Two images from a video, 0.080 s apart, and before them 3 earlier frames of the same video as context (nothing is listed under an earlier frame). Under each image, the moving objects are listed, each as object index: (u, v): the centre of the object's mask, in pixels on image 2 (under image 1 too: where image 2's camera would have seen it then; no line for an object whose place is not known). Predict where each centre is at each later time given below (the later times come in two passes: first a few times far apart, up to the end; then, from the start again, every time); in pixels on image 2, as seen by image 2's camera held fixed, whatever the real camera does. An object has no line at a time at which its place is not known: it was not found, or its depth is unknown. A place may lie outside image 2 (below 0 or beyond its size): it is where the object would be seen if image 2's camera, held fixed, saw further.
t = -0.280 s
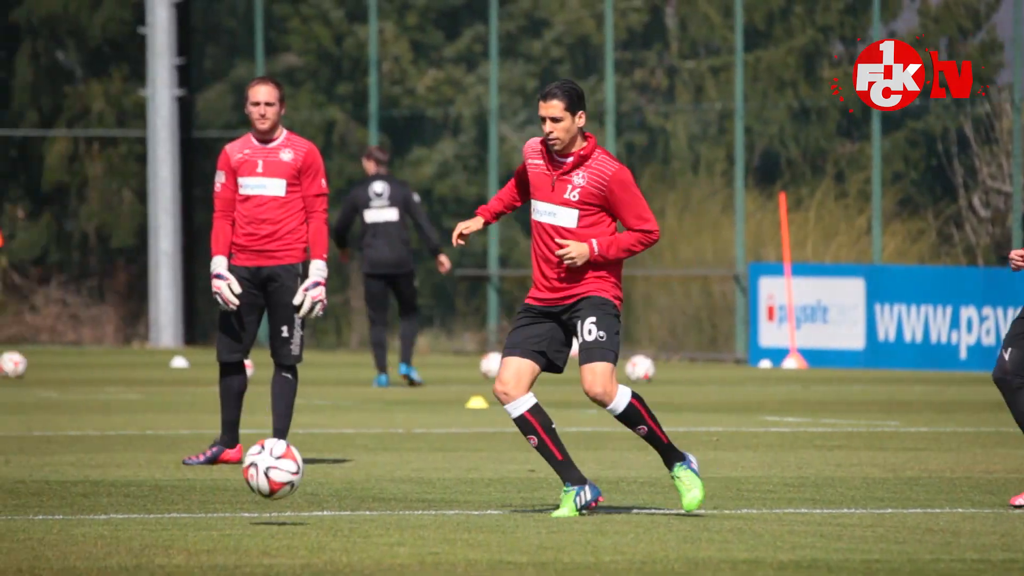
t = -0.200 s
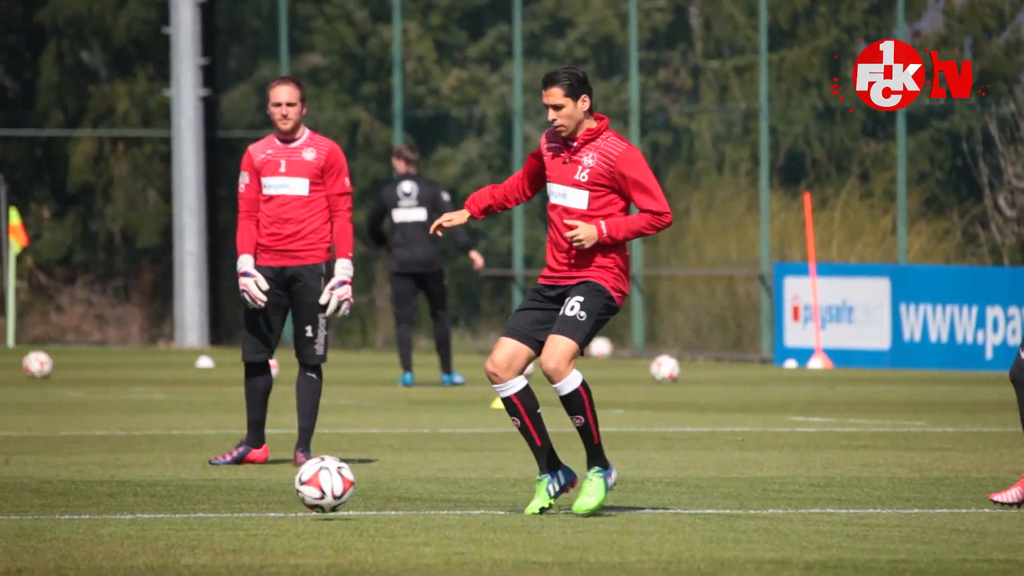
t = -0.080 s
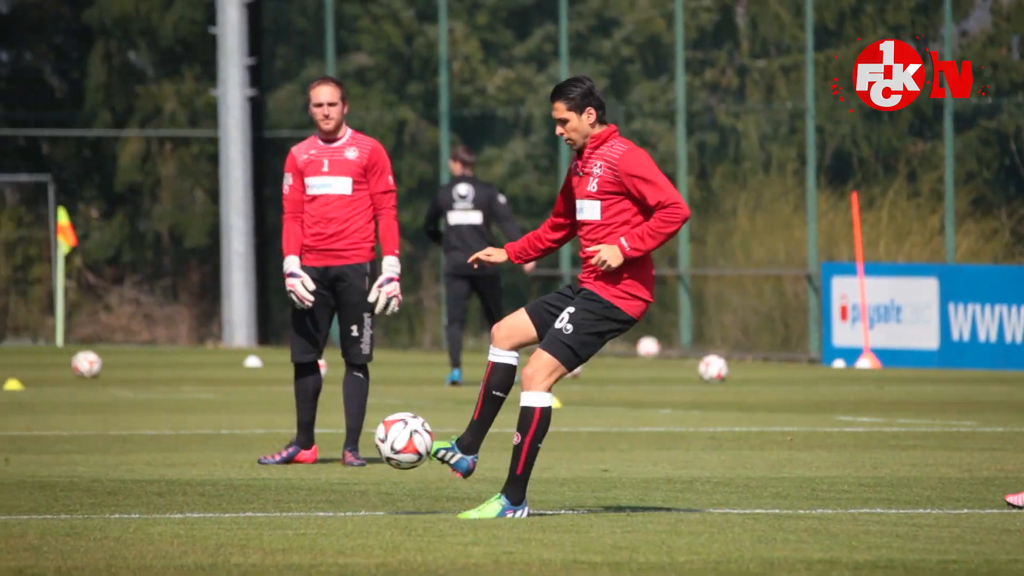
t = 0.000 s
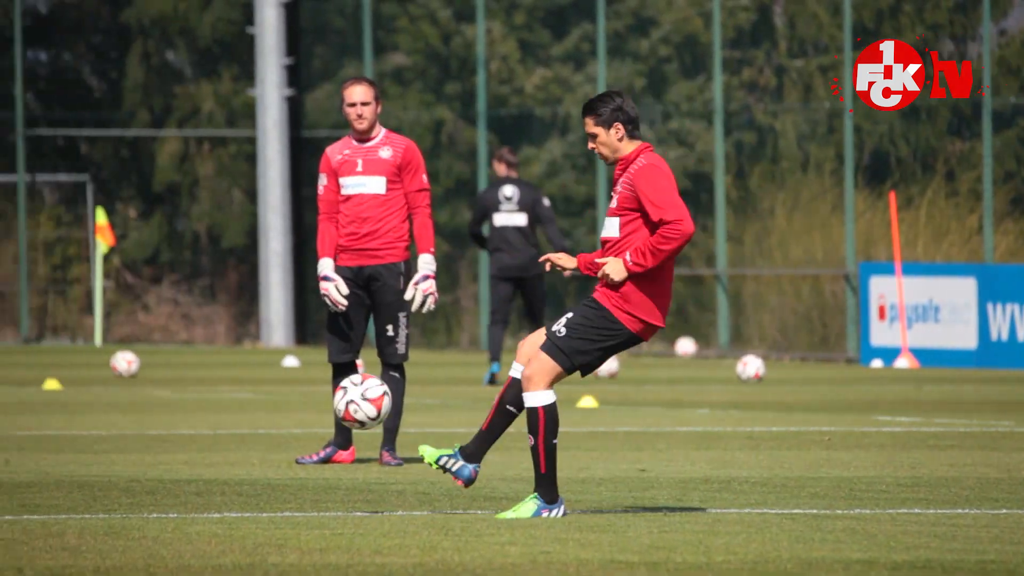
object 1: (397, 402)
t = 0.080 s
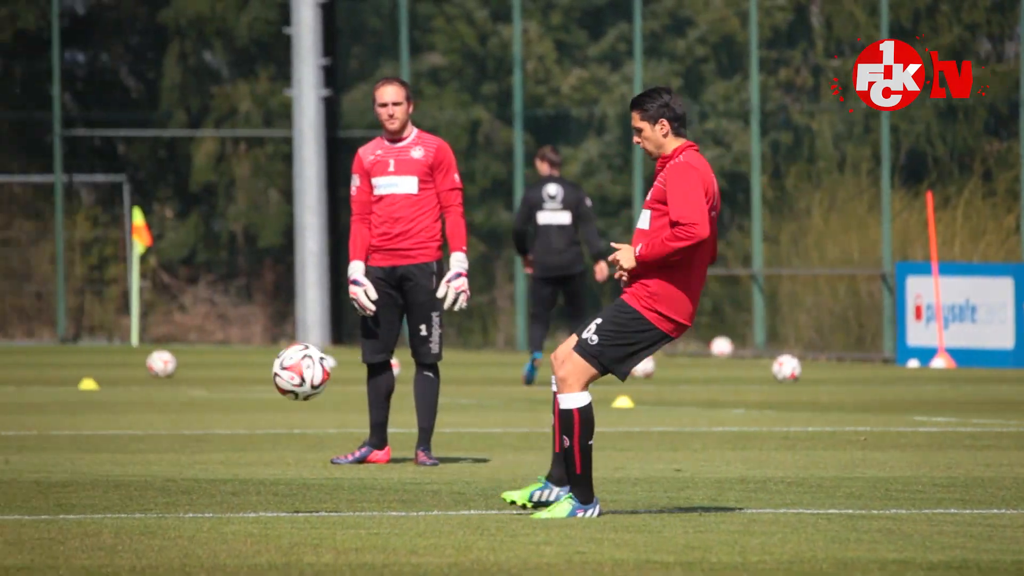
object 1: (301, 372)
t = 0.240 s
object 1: (104, 361)
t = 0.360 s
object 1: (-53, 399)
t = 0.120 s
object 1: (253, 363)
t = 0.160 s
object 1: (204, 358)
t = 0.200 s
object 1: (155, 357)
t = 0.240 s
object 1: (104, 361)
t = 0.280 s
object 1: (53, 369)
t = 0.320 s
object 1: (1, 382)
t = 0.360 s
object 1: (-53, 399)
